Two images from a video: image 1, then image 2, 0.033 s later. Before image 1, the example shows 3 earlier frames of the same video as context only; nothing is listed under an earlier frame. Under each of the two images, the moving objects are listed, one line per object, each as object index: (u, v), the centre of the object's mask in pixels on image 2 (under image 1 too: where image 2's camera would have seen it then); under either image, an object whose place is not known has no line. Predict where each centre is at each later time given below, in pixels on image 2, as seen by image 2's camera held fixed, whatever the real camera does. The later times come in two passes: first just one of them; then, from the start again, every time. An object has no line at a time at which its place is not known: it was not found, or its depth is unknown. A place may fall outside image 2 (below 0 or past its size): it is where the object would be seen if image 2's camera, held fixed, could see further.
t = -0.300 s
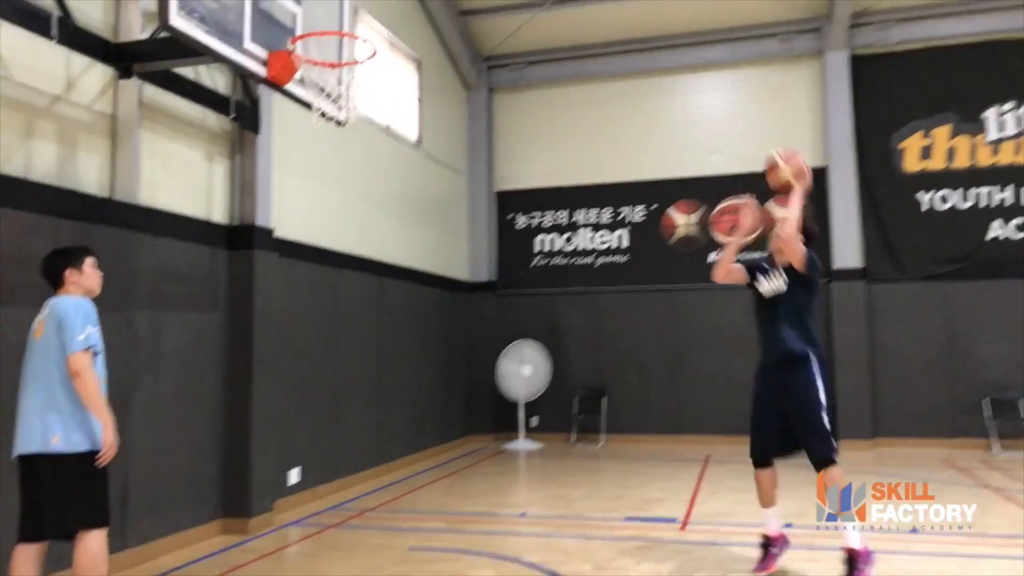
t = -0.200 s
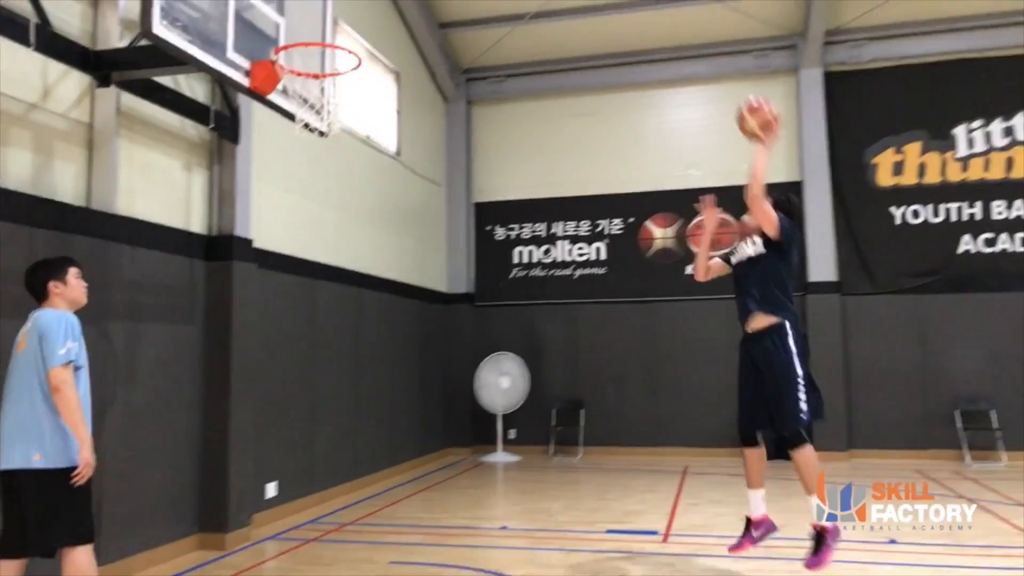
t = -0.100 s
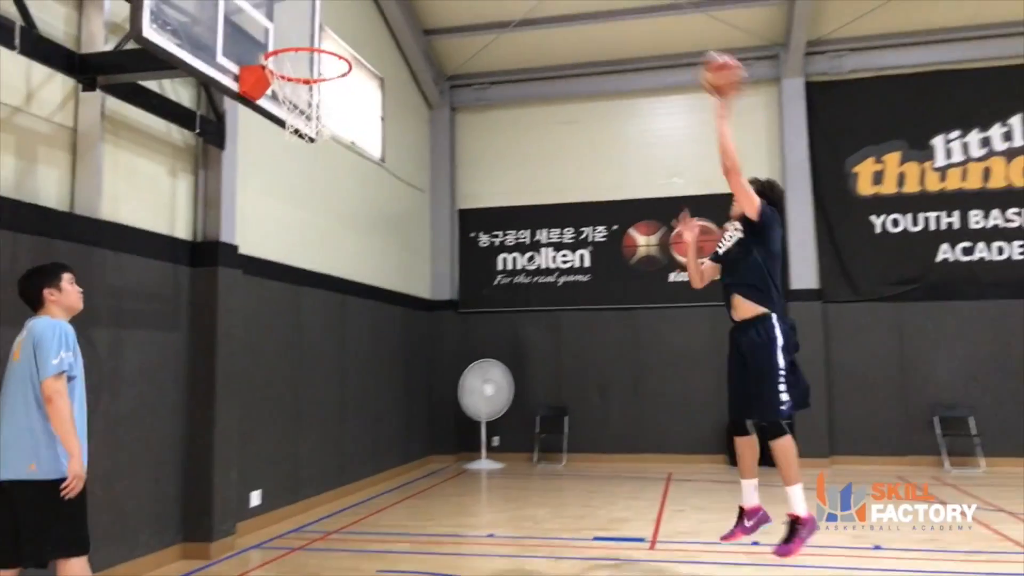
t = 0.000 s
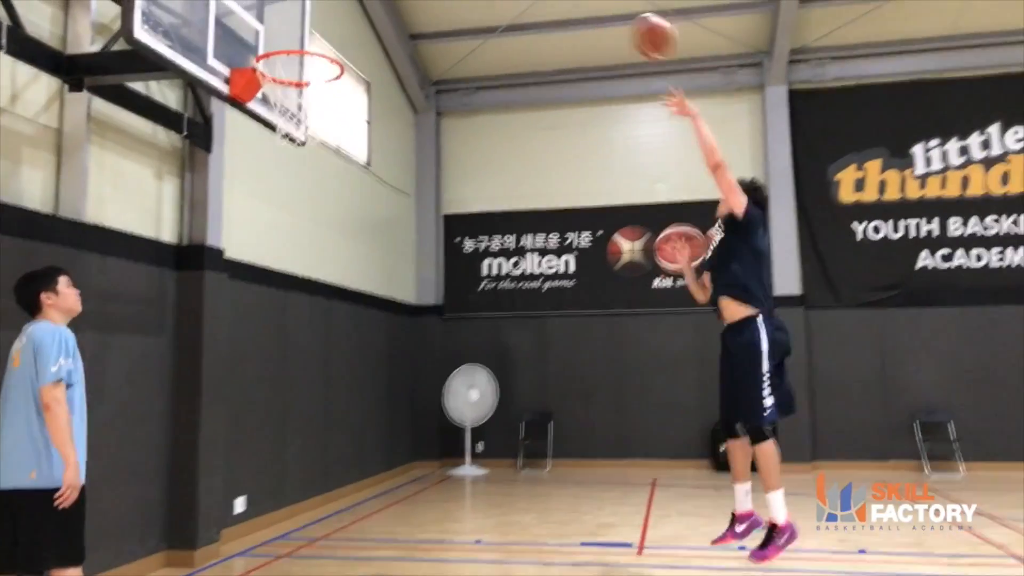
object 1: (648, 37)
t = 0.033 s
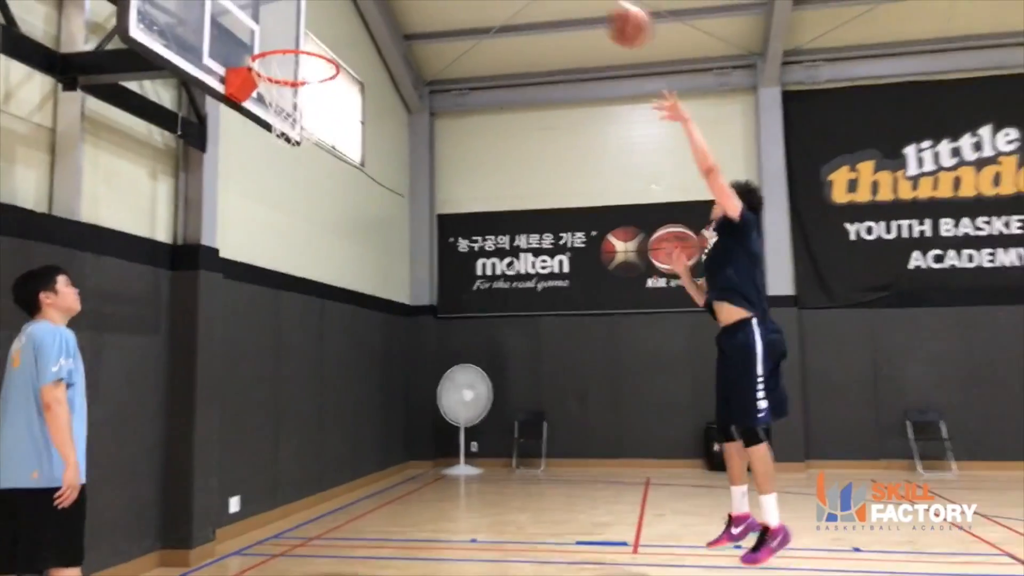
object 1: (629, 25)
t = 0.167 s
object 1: (555, 9)
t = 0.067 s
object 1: (608, 18)
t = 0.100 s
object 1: (591, 14)
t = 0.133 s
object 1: (572, 11)
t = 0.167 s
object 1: (555, 9)
